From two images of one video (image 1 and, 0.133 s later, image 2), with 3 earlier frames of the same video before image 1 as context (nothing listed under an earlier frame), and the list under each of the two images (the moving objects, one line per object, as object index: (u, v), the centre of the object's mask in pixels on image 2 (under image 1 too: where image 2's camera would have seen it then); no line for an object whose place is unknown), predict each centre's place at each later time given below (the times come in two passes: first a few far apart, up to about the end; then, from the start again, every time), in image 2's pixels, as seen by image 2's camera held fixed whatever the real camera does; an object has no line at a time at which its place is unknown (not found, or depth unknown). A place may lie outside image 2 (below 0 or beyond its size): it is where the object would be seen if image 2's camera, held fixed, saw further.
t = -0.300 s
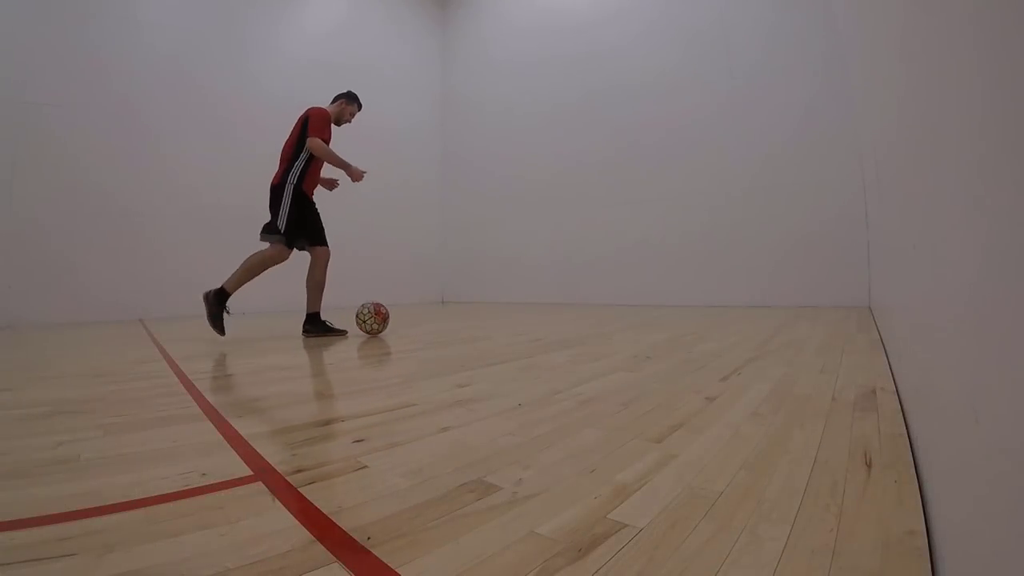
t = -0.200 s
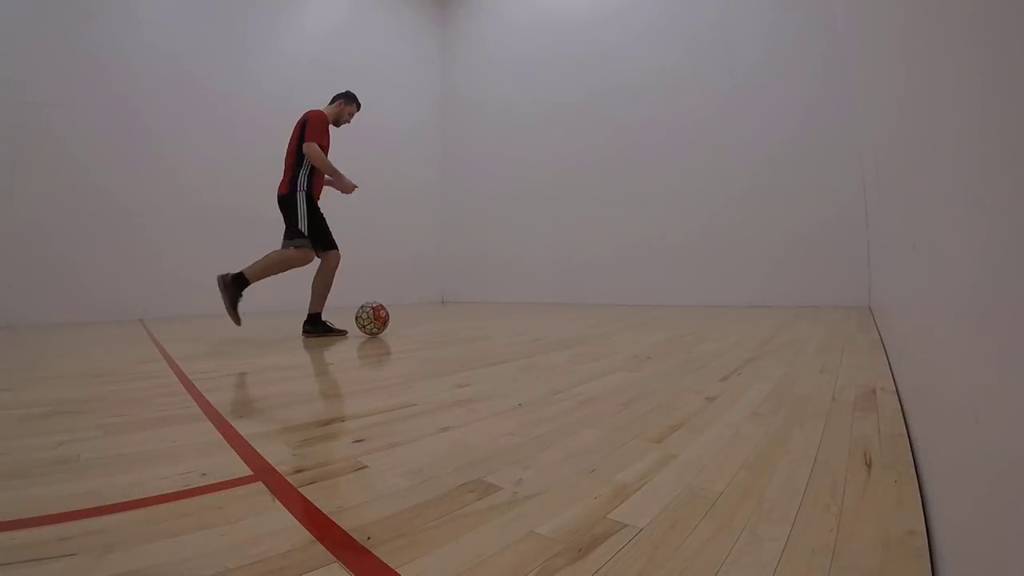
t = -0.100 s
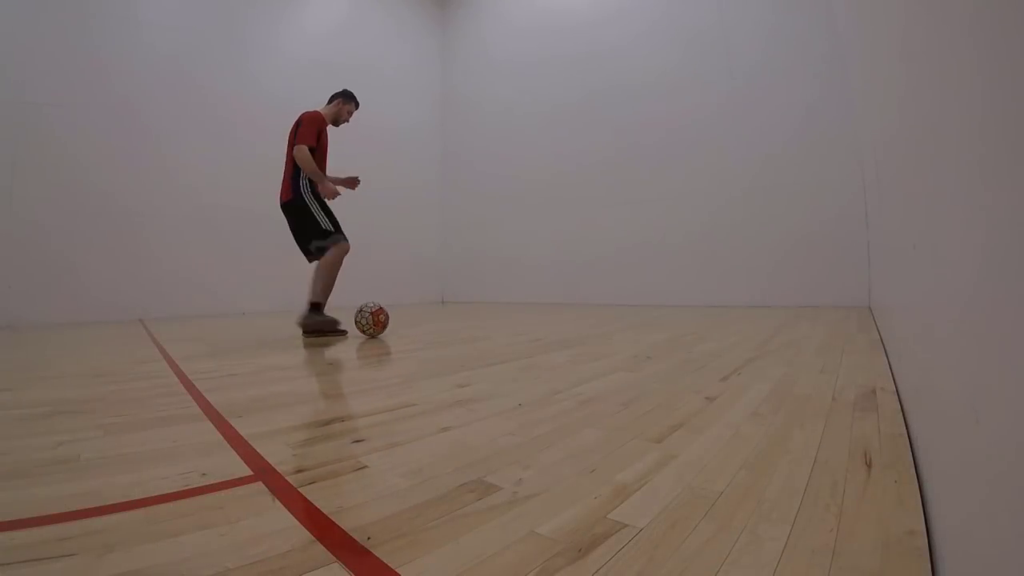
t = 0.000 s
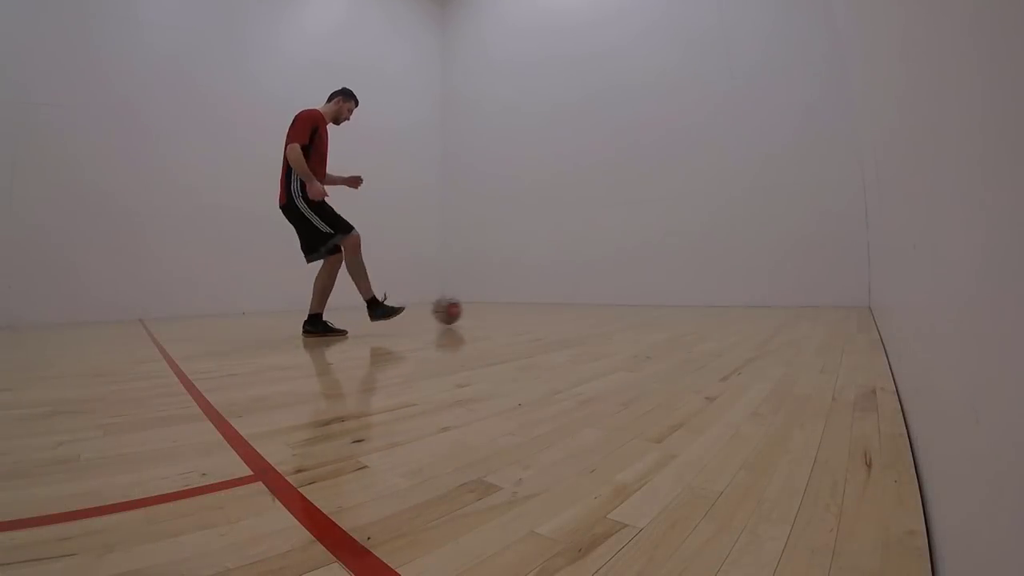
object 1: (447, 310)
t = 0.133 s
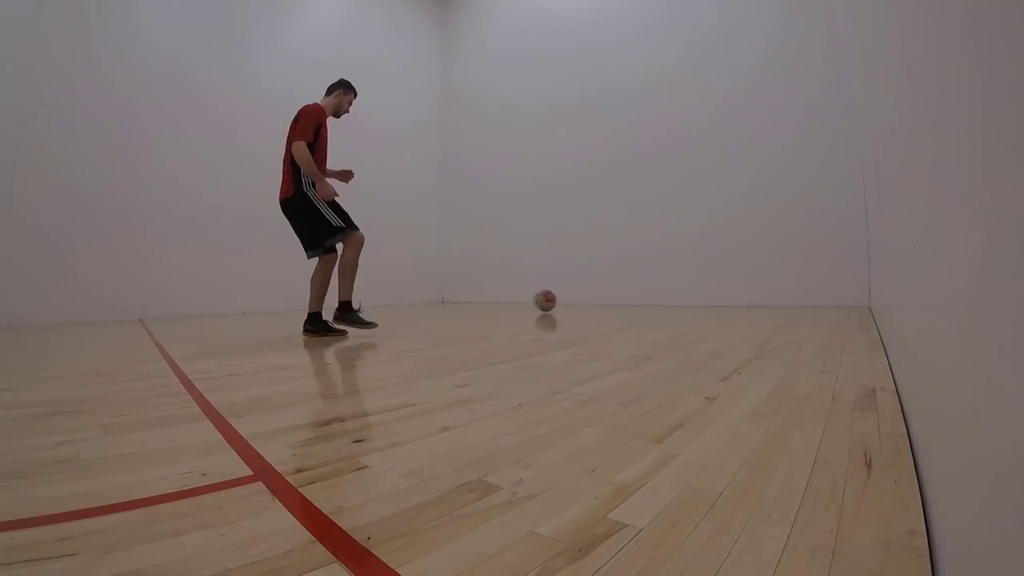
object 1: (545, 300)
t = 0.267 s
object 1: (595, 296)
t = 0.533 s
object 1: (455, 306)
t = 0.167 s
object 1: (561, 300)
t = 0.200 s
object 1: (576, 297)
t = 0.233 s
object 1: (589, 296)
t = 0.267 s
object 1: (595, 296)
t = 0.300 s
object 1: (581, 295)
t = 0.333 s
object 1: (566, 296)
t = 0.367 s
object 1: (550, 297)
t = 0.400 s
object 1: (533, 300)
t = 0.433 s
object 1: (516, 301)
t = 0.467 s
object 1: (497, 301)
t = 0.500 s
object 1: (477, 303)
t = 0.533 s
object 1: (455, 306)
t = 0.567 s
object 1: (433, 307)
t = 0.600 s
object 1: (411, 307)
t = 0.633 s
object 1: (387, 309)
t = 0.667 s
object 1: (362, 313)
